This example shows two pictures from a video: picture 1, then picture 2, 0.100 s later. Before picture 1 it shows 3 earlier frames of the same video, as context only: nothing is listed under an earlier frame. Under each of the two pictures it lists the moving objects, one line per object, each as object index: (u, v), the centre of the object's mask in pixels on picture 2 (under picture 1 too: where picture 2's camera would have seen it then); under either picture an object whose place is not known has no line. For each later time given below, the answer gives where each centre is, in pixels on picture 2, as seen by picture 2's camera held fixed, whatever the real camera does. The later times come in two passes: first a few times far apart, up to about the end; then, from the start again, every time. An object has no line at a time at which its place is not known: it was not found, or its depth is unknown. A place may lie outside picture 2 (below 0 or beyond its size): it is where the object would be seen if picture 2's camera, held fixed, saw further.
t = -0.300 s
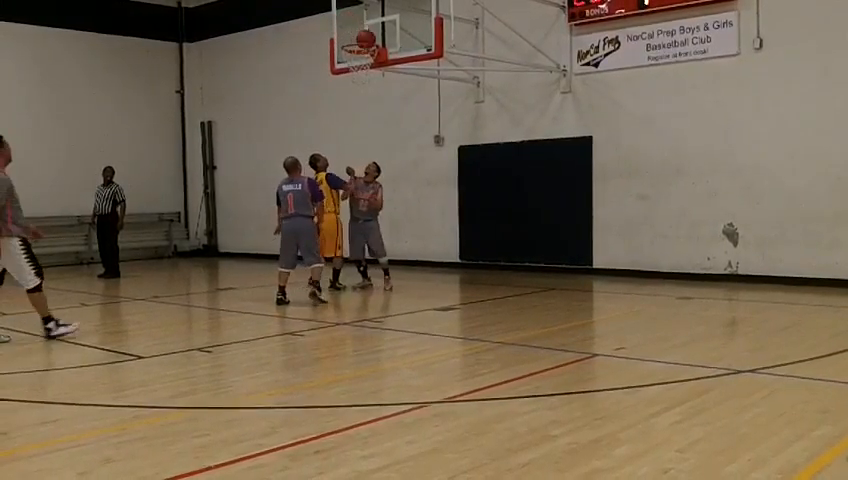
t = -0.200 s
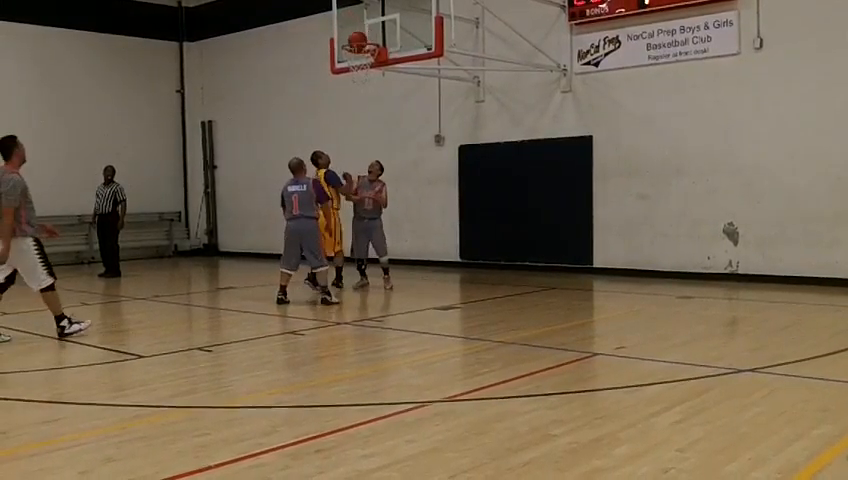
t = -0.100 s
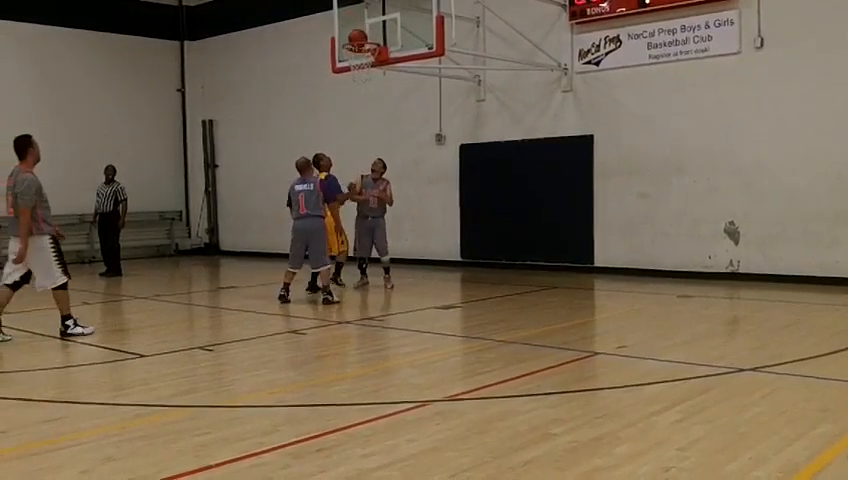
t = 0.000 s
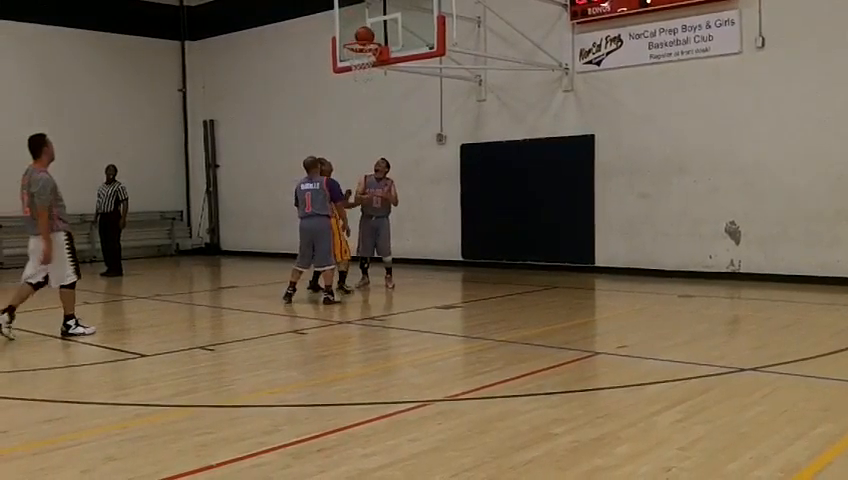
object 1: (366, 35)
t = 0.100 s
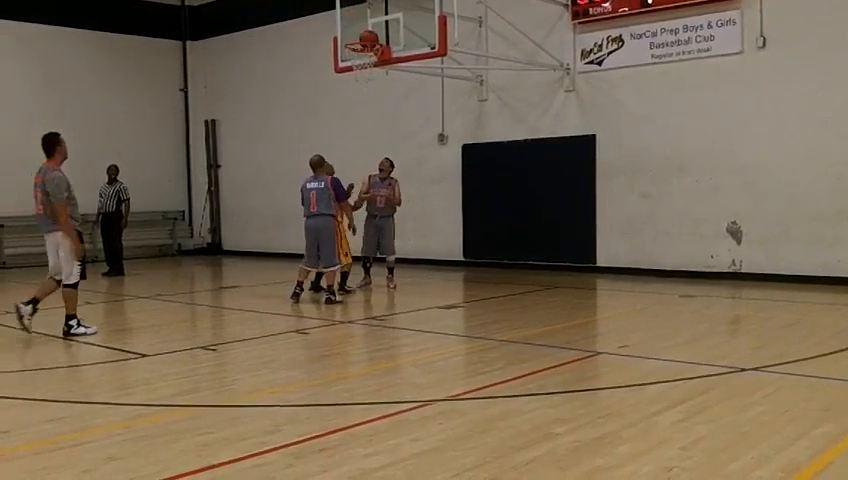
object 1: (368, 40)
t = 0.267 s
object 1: (359, 54)
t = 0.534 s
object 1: (358, 81)
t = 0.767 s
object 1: (364, 132)
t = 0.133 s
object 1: (366, 41)
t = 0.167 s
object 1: (365, 43)
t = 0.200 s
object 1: (362, 46)
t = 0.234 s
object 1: (360, 50)
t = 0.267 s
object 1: (359, 54)
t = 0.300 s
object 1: (358, 59)
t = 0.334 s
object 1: (356, 63)
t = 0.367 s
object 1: (355, 65)
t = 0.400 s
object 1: (355, 66)
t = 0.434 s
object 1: (355, 69)
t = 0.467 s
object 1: (356, 71)
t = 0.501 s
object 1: (356, 79)
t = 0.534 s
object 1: (358, 81)
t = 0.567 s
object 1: (358, 83)
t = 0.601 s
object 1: (359, 90)
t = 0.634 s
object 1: (360, 96)
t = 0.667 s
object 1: (361, 104)
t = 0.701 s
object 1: (362, 112)
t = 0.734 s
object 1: (363, 122)
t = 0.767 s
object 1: (364, 132)
